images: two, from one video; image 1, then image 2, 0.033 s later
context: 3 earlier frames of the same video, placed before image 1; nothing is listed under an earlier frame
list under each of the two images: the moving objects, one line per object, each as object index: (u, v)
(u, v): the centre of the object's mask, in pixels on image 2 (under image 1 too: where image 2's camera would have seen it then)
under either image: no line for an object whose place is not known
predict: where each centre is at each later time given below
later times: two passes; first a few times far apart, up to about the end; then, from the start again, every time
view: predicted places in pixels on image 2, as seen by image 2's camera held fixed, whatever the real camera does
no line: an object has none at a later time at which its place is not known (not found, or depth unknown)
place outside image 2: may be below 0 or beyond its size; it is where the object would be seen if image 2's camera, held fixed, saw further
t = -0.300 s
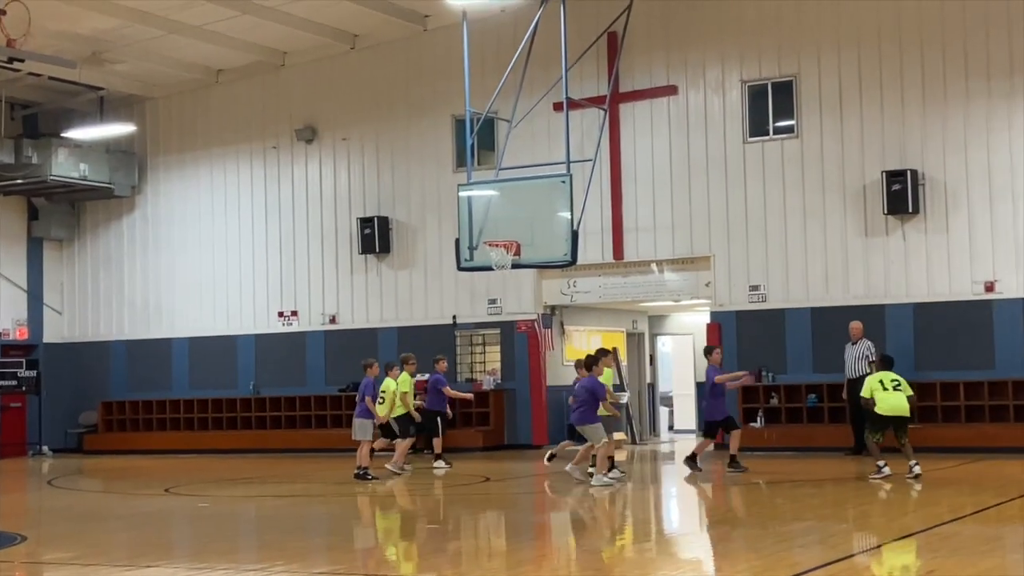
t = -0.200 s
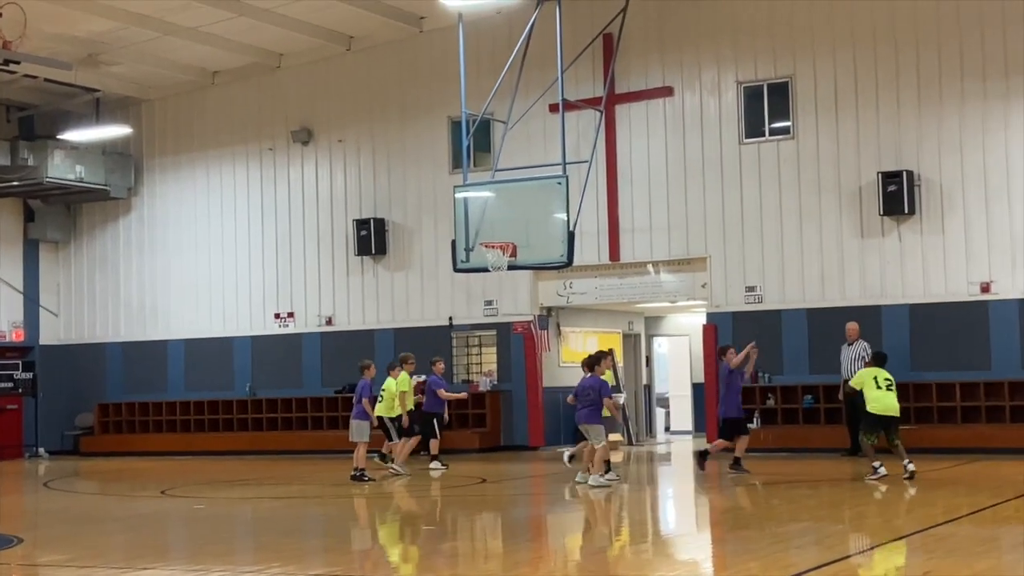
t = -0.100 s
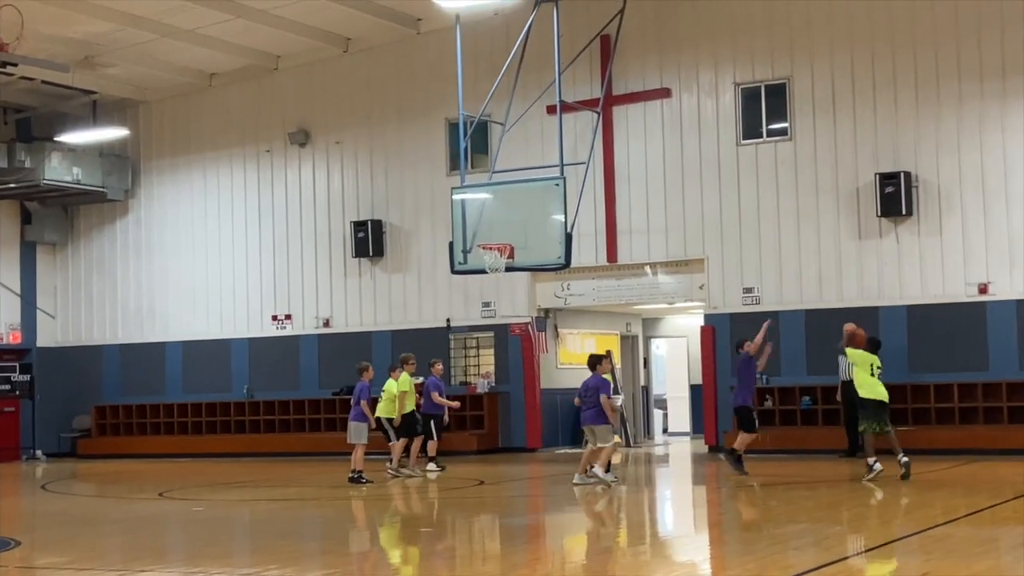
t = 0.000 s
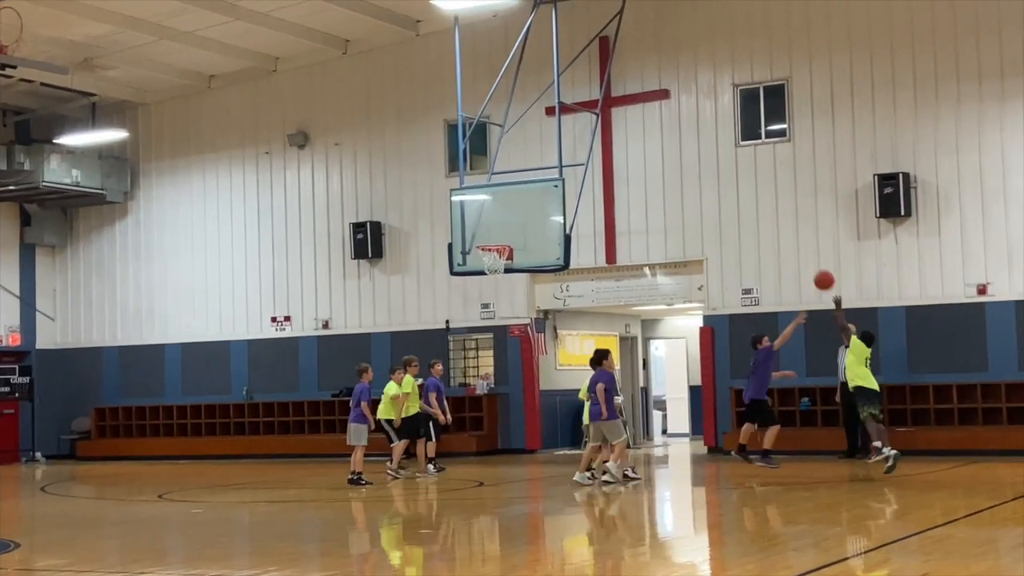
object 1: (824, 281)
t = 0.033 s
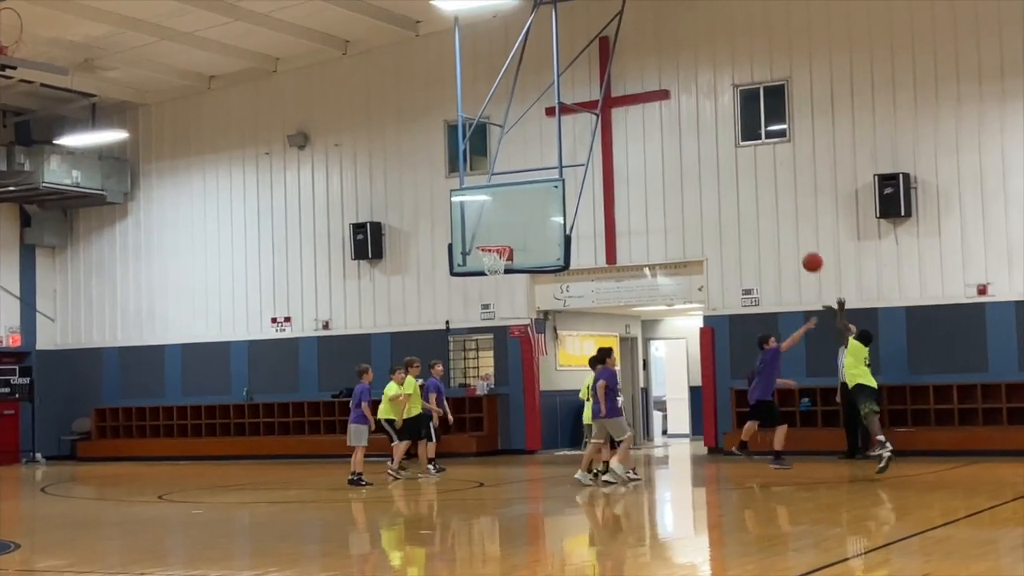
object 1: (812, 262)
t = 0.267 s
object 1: (737, 168)
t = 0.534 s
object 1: (665, 123)
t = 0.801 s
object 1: (600, 133)
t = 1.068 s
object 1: (548, 184)
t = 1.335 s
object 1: (495, 246)
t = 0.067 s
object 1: (801, 245)
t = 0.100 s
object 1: (789, 230)
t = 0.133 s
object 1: (778, 215)
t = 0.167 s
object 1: (768, 202)
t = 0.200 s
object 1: (757, 189)
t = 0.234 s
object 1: (747, 178)
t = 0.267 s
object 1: (737, 168)
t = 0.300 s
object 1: (728, 159)
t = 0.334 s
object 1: (718, 151)
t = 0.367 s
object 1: (709, 144)
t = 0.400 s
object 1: (700, 138)
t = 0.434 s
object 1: (691, 133)
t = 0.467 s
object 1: (682, 129)
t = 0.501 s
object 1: (674, 126)
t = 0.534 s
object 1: (665, 123)
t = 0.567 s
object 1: (657, 122)
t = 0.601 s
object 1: (649, 121)
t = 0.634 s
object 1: (641, 121)
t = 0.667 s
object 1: (633, 122)
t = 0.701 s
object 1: (626, 124)
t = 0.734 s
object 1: (618, 126)
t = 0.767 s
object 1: (610, 128)
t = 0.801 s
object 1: (600, 133)
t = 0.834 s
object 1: (596, 138)
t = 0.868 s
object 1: (589, 144)
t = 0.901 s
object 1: (582, 150)
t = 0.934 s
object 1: (575, 157)
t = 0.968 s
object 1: (569, 164)
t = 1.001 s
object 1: (561, 172)
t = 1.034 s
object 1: (556, 180)
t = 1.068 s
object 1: (548, 184)
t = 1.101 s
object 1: (542, 188)
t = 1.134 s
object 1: (535, 194)
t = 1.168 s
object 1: (528, 201)
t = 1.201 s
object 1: (522, 208)
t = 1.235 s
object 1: (515, 217)
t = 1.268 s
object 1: (508, 226)
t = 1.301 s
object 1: (501, 235)
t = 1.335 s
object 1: (495, 246)
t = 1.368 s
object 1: (488, 258)
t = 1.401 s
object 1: (482, 270)
